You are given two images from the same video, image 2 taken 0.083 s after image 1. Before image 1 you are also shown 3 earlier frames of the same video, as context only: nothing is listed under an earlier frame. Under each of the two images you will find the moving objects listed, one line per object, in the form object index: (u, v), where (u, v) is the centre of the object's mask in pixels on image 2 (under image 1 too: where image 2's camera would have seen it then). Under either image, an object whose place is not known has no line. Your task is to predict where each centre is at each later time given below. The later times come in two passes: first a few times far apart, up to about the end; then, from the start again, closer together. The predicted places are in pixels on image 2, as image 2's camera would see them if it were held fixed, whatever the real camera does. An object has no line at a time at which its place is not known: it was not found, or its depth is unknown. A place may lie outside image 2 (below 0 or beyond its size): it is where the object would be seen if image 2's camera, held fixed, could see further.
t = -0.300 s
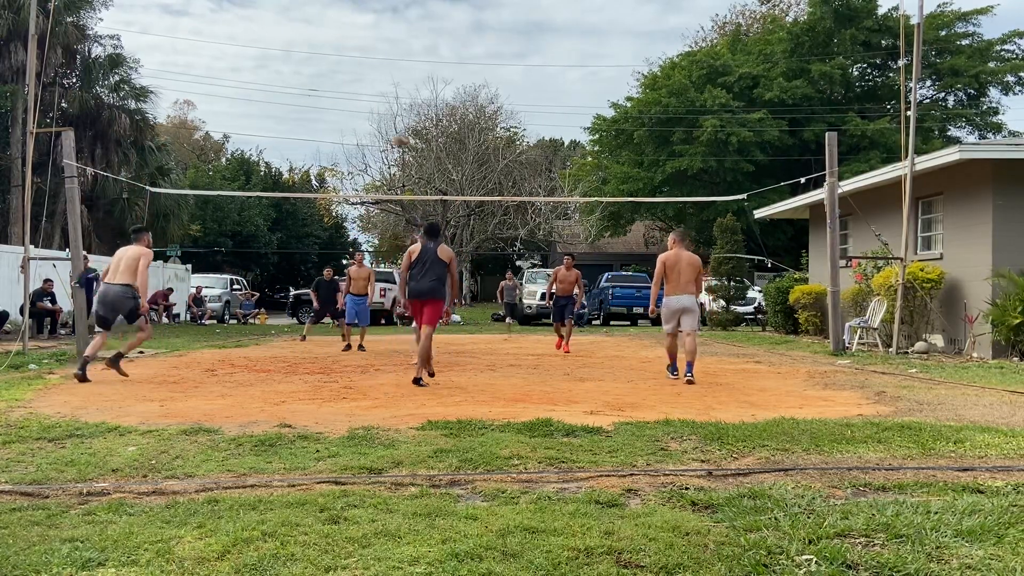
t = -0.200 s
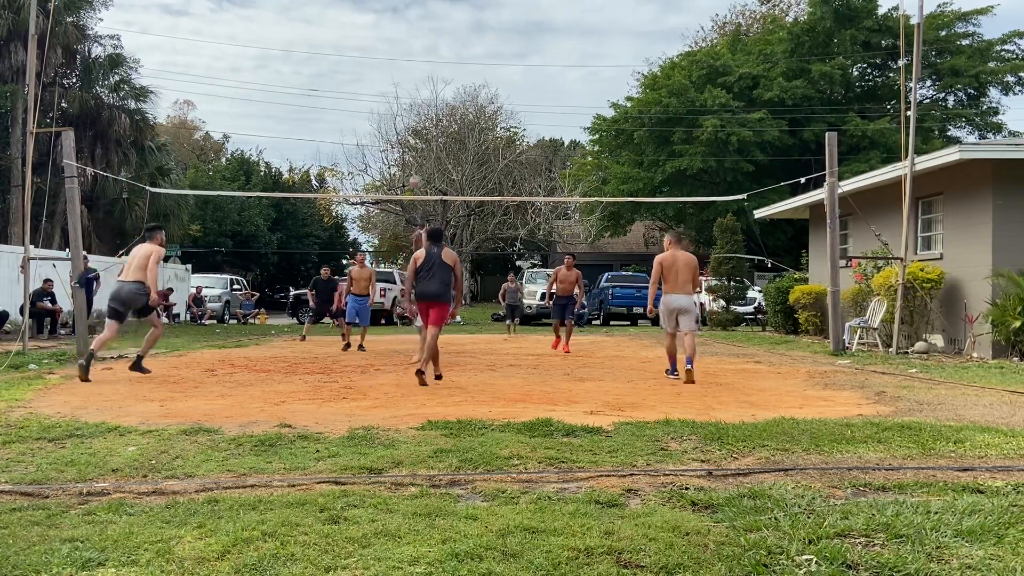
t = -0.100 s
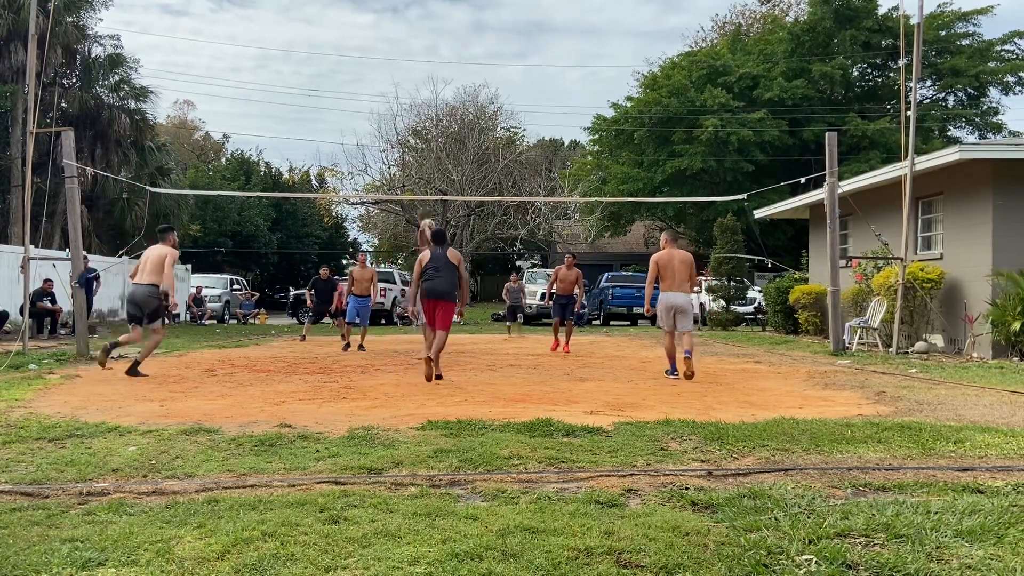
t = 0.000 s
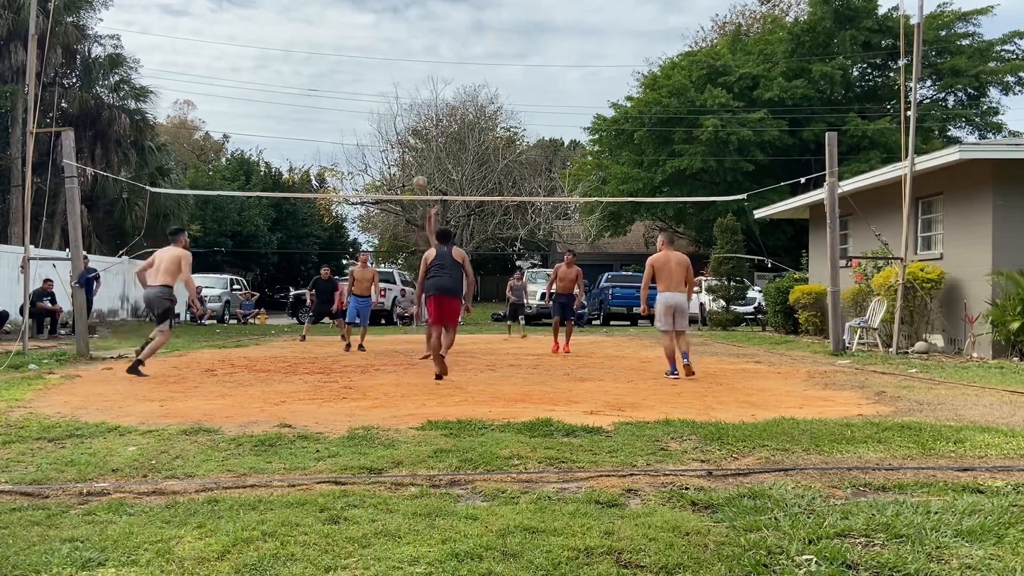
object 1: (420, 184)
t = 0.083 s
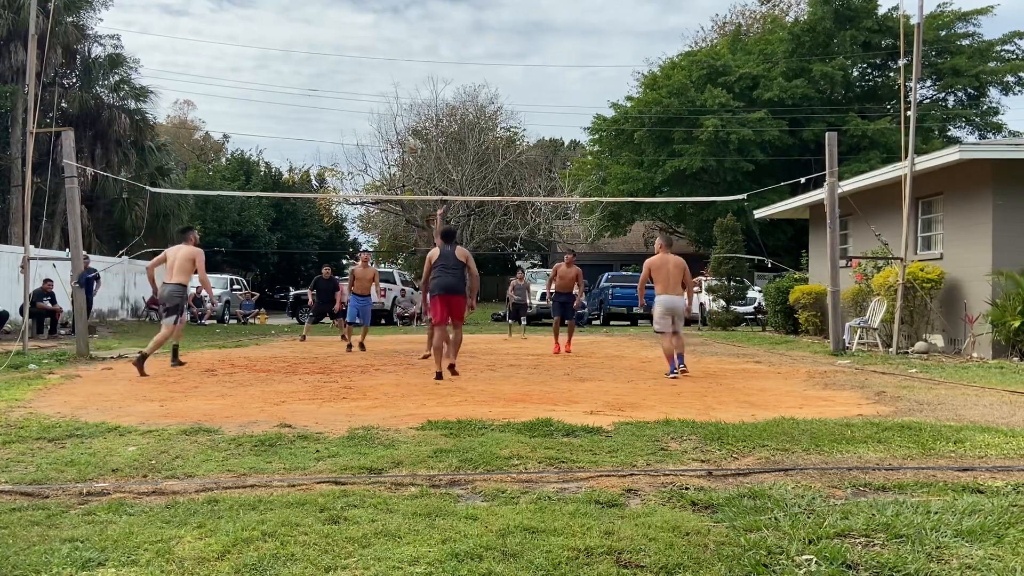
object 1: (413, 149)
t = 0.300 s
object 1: (389, 77)
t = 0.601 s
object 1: (360, 35)
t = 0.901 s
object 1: (332, 57)
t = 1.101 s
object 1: (316, 105)
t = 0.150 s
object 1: (404, 122)
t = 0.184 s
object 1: (401, 110)
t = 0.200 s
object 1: (399, 104)
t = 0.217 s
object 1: (398, 100)
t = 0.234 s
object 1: (396, 94)
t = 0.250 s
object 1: (394, 90)
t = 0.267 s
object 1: (393, 85)
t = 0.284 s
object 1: (391, 81)
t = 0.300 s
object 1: (389, 77)
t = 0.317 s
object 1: (388, 72)
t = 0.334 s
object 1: (386, 69)
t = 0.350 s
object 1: (384, 65)
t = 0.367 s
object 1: (383, 62)
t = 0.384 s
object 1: (381, 59)
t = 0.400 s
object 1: (379, 56)
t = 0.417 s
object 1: (378, 53)
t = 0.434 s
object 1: (376, 50)
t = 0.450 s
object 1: (374, 48)
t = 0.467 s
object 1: (373, 46)
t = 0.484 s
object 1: (371, 44)
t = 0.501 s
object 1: (369, 42)
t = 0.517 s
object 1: (368, 40)
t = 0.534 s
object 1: (366, 39)
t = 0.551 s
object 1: (365, 38)
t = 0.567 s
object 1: (363, 37)
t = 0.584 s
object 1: (361, 36)
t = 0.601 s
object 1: (360, 35)
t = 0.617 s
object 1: (358, 34)
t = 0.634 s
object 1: (357, 34)
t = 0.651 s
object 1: (355, 34)
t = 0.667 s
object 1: (353, 34)
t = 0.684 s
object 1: (352, 35)
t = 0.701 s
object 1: (350, 35)
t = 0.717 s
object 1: (349, 36)
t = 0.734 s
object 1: (347, 37)
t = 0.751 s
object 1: (346, 38)
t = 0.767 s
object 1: (344, 39)
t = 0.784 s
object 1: (343, 41)
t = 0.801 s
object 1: (341, 43)
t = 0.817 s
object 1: (340, 45)
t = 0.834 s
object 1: (338, 47)
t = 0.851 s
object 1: (337, 49)
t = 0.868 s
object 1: (335, 51)
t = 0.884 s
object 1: (334, 54)
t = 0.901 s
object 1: (332, 57)
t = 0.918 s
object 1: (331, 60)
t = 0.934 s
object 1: (329, 63)
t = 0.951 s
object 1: (328, 66)
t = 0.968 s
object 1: (327, 70)
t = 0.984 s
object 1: (325, 73)
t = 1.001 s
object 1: (324, 77)
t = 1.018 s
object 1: (323, 82)
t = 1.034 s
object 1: (321, 86)
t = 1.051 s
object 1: (320, 90)
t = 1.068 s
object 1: (319, 95)
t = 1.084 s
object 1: (317, 100)
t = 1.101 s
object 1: (316, 105)
